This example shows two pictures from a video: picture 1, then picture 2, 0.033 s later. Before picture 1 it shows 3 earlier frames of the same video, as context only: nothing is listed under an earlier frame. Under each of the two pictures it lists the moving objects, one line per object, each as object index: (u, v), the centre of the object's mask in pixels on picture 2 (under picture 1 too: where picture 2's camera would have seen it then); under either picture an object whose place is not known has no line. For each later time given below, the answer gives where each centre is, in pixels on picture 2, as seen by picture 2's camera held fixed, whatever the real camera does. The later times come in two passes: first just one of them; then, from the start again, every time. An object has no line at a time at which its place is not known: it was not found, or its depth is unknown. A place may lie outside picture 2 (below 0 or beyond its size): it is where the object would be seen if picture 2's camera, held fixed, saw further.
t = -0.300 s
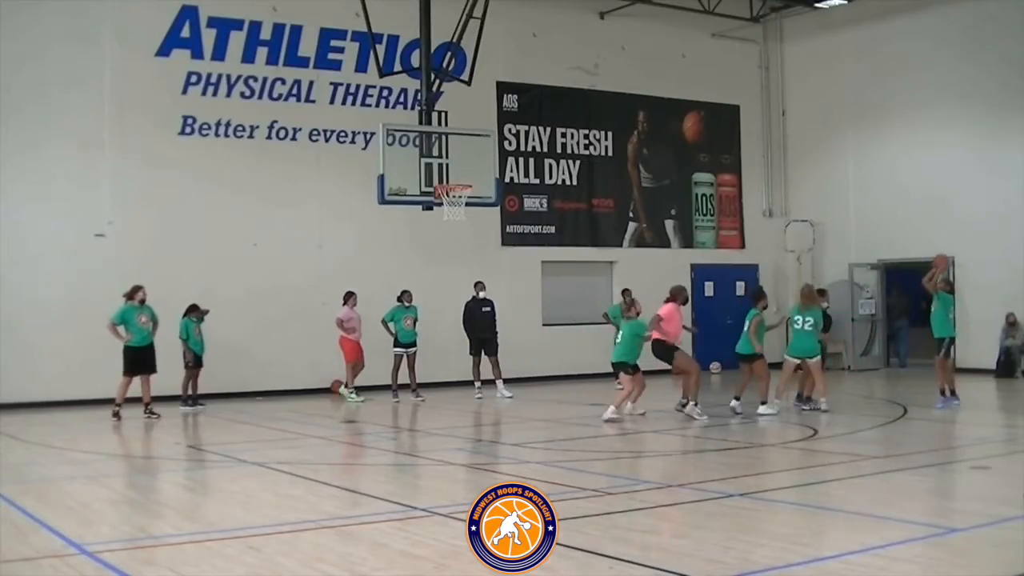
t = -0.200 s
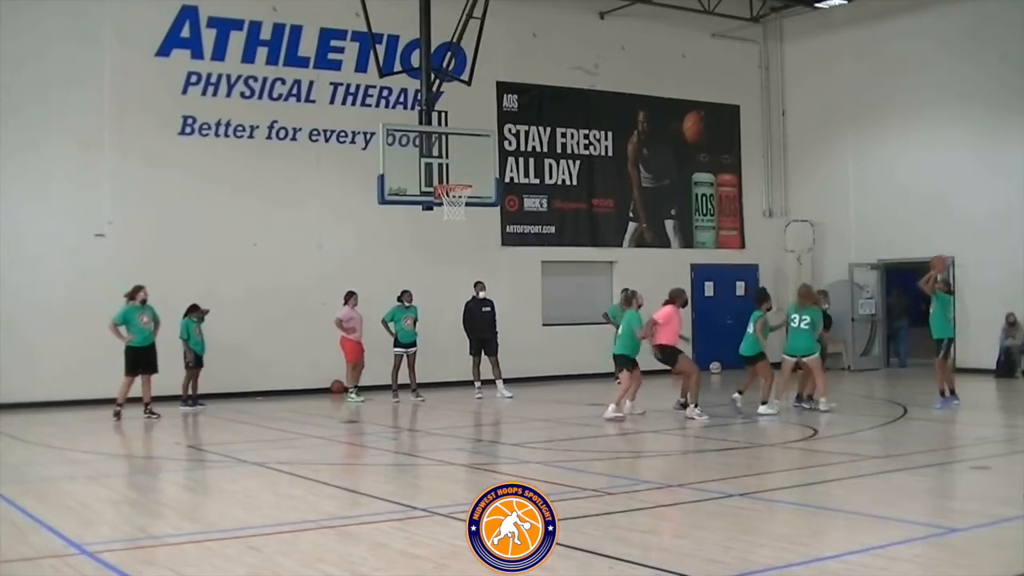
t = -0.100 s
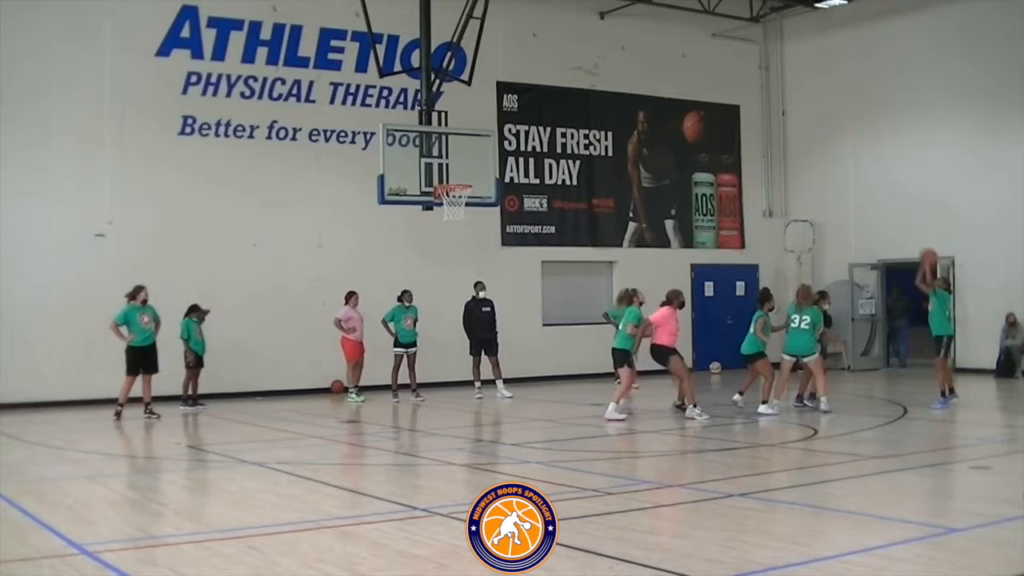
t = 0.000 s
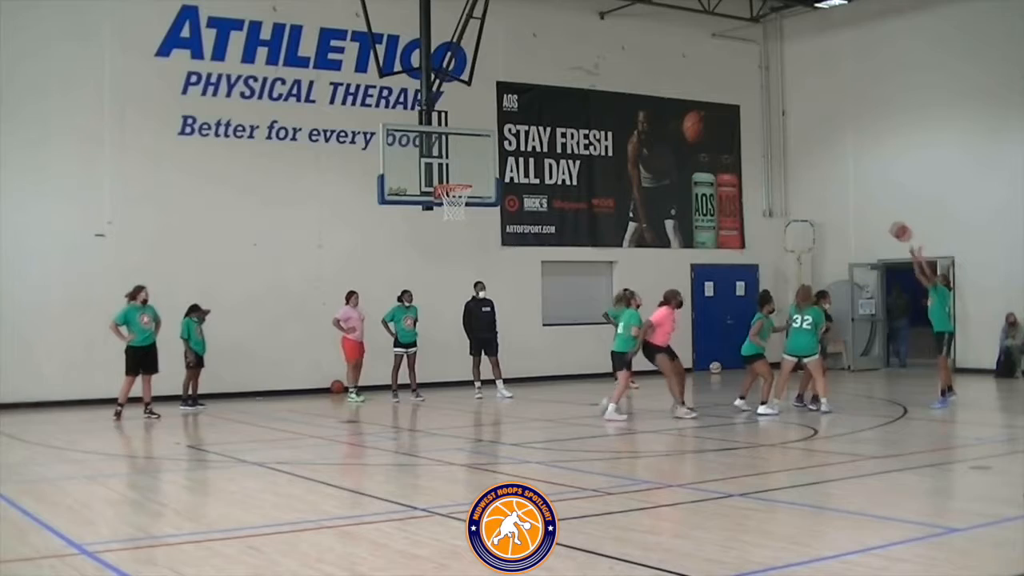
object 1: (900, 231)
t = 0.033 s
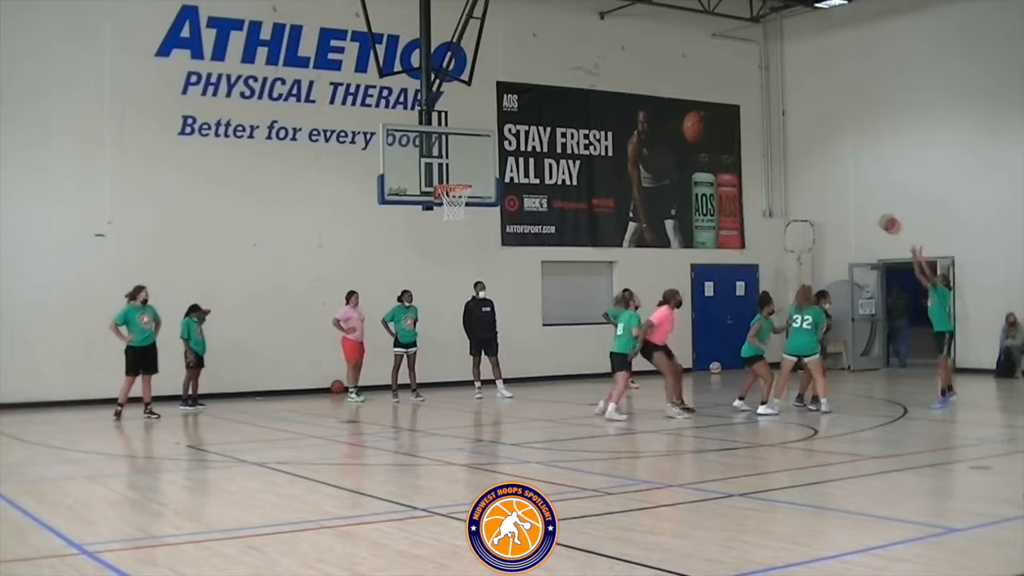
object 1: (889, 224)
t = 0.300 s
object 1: (803, 192)
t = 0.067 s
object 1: (879, 217)
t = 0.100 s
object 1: (868, 211)
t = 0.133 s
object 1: (857, 205)
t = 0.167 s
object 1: (846, 201)
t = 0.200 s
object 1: (836, 198)
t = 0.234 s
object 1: (825, 195)
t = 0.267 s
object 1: (814, 193)
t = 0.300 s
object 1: (803, 192)
